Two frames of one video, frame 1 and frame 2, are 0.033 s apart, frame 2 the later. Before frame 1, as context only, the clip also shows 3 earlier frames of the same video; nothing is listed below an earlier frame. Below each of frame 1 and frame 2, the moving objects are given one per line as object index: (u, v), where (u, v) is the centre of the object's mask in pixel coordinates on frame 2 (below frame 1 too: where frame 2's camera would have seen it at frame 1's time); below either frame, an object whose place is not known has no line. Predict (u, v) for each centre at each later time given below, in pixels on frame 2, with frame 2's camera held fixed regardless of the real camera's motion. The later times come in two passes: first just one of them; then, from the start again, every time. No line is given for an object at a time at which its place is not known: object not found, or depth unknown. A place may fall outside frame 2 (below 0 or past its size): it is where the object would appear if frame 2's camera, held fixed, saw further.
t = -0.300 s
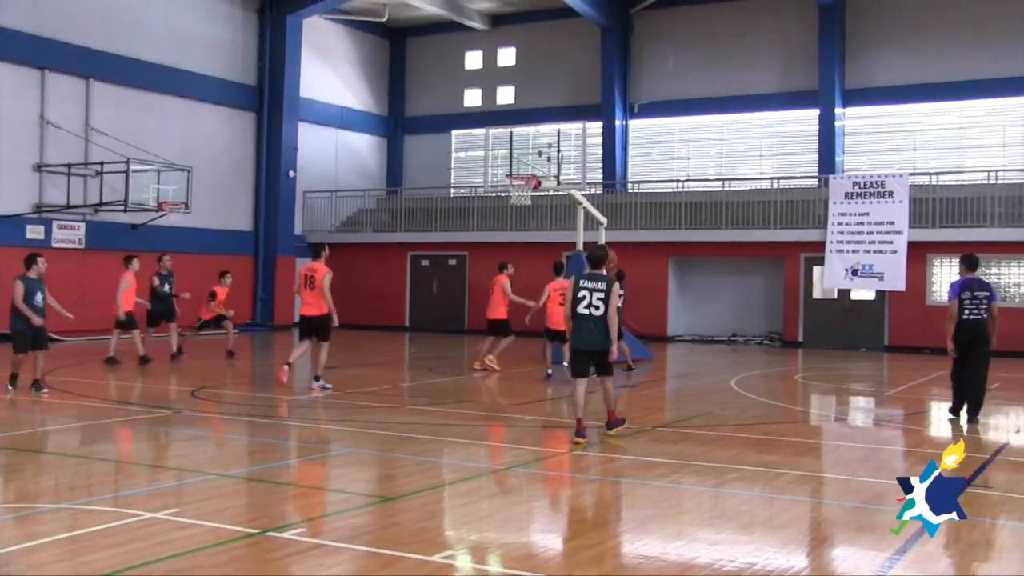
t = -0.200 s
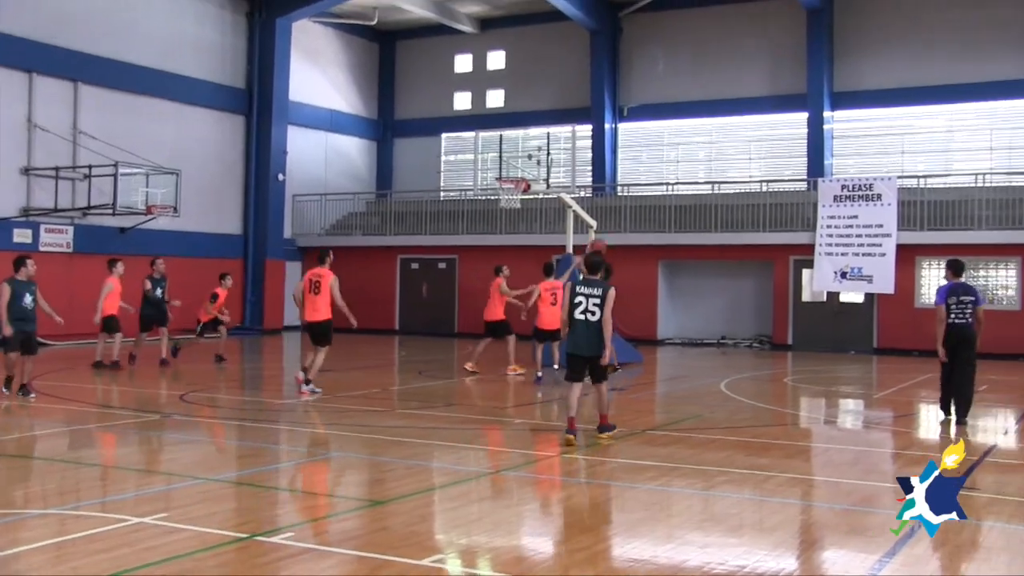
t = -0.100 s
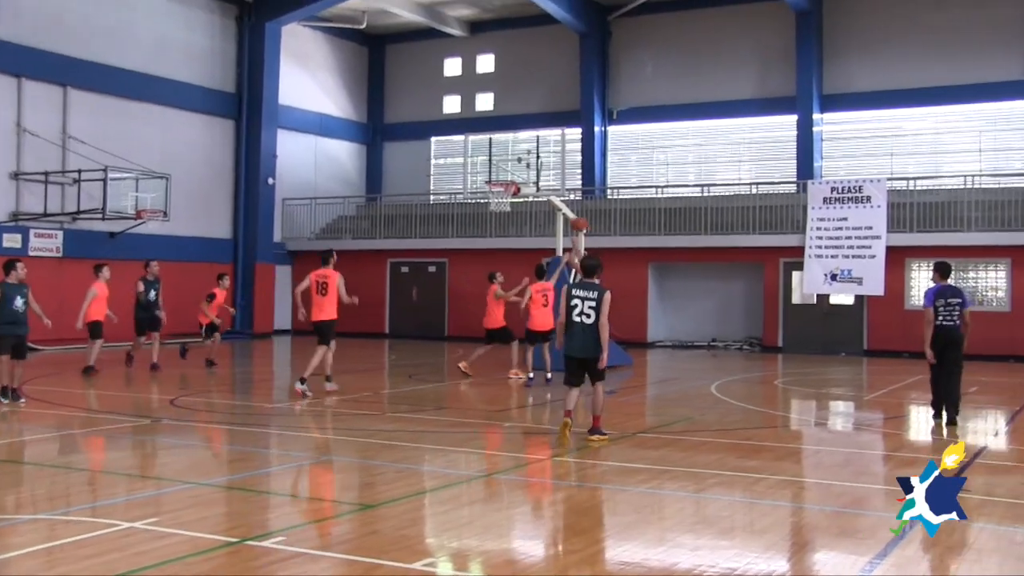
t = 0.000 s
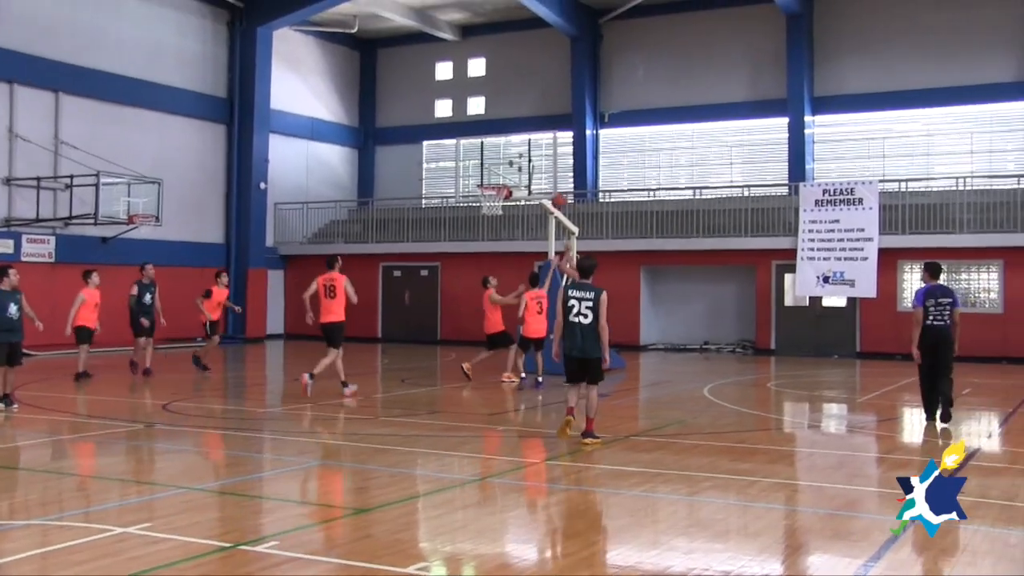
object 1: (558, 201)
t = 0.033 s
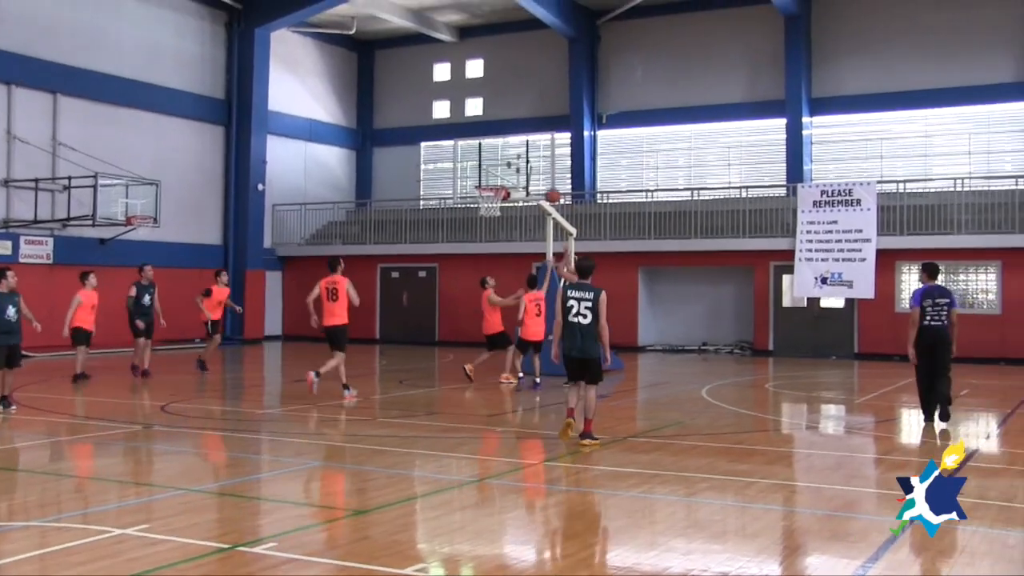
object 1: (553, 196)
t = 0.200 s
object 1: (528, 163)
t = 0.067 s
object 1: (548, 188)
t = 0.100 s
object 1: (543, 179)
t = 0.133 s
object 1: (537, 173)
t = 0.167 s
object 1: (532, 166)
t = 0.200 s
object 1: (528, 163)
